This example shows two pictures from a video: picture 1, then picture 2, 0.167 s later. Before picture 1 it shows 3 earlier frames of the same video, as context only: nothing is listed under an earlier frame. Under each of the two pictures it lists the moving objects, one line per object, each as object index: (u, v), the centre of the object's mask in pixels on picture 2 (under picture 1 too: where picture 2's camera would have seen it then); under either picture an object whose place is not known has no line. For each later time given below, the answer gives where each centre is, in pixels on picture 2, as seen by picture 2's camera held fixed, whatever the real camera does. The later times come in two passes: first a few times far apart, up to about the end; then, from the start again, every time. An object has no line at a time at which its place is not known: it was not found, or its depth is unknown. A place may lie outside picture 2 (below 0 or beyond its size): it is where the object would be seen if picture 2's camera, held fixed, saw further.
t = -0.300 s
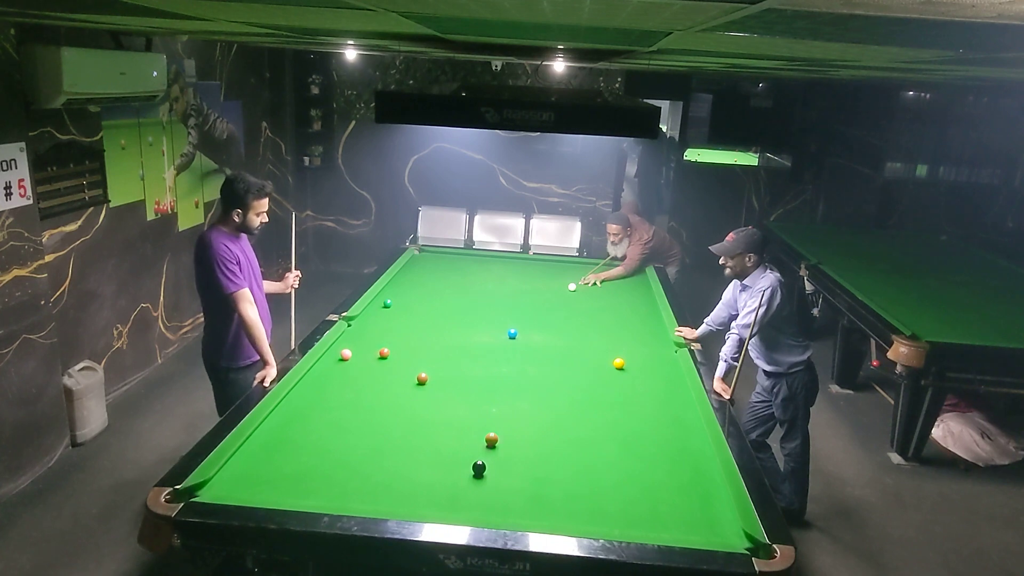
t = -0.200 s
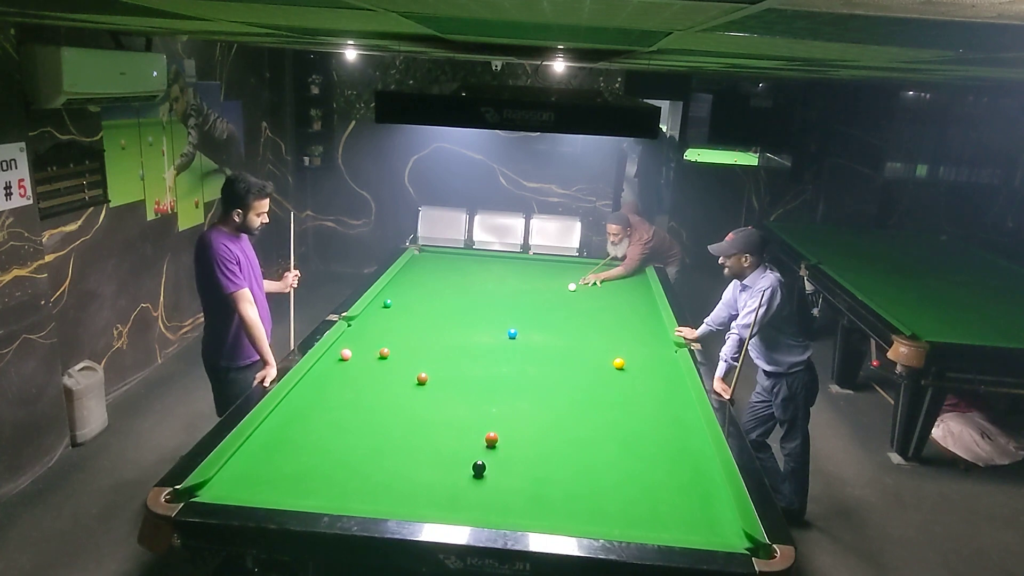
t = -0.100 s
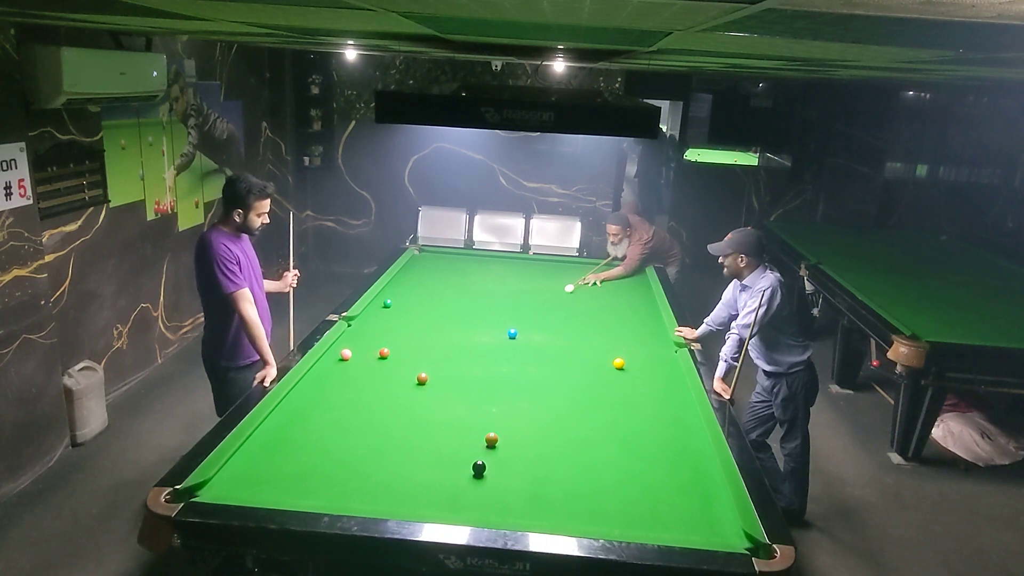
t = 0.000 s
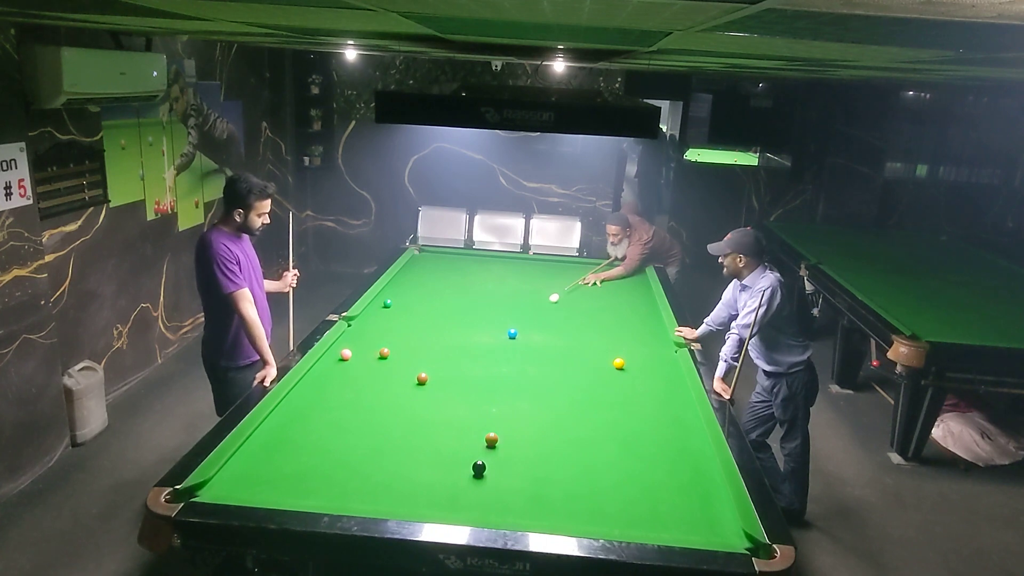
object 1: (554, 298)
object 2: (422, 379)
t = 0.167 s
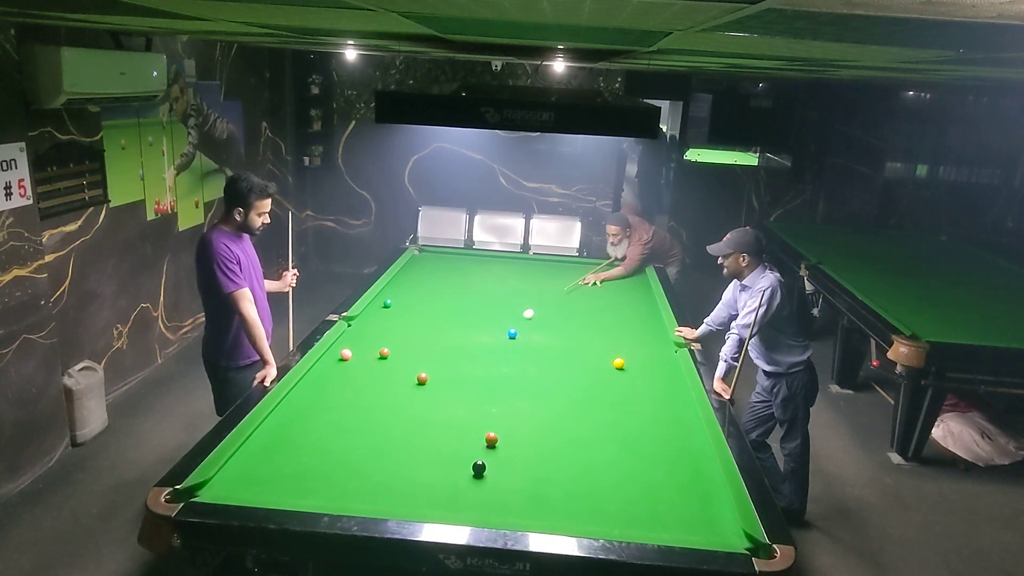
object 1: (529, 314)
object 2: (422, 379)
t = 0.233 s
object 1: (517, 321)
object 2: (422, 379)
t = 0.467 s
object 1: (471, 350)
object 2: (422, 379)
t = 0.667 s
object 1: (433, 377)
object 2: (411, 382)
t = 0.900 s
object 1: (436, 394)
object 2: (341, 407)
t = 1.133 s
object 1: (434, 414)
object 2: (269, 432)
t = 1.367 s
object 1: (431, 435)
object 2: (263, 461)
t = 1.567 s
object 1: (430, 455)
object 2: (270, 487)
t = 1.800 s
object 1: (427, 480)
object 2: (305, 485)
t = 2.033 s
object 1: (424, 506)
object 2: (346, 469)
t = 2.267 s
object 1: (434, 493)
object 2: (382, 455)
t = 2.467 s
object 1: (443, 478)
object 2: (410, 445)
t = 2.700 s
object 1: (452, 463)
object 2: (439, 435)
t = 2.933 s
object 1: (459, 450)
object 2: (465, 425)
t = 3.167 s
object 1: (466, 439)
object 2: (489, 416)
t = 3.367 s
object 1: (471, 430)
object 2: (506, 410)
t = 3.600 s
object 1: (475, 422)
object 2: (525, 403)
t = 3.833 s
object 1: (480, 415)
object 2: (542, 397)
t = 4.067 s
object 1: (484, 408)
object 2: (557, 392)
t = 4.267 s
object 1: (487, 403)
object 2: (569, 387)
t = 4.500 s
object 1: (490, 398)
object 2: (582, 383)
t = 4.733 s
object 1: (492, 395)
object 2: (593, 379)
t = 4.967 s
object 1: (494, 391)
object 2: (603, 375)
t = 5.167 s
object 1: (496, 389)
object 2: (611, 373)
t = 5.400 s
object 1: (497, 387)
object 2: (618, 370)
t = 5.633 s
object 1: (498, 385)
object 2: (625, 368)
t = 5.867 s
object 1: (499, 385)
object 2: (631, 366)
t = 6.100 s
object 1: (500, 384)
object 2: (637, 364)
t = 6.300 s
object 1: (500, 384)
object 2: (641, 363)
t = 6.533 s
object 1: (500, 384)
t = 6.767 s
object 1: (500, 384)
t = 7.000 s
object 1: (500, 384)
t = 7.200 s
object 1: (500, 384)
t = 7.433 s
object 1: (500, 384)
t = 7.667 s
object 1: (500, 384)
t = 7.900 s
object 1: (500, 384)
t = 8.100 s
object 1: (500, 384)
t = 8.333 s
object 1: (501, 384)
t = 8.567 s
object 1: (500, 384)
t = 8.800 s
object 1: (500, 384)
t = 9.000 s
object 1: (500, 384)
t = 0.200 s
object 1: (523, 317)
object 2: (422, 379)
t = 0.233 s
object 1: (517, 321)
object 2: (422, 379)
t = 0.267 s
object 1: (511, 324)
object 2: (422, 379)
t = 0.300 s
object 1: (505, 328)
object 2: (422, 379)
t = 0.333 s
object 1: (499, 332)
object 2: (422, 379)
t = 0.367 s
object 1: (492, 336)
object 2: (422, 379)
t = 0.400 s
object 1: (485, 341)
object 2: (422, 379)
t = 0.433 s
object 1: (478, 345)
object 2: (422, 379)
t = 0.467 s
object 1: (471, 350)
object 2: (422, 379)
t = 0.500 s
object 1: (464, 354)
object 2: (422, 379)
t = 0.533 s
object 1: (456, 359)
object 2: (422, 379)
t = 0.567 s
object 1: (448, 364)
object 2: (422, 379)
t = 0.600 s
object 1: (440, 369)
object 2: (422, 379)
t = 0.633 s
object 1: (432, 375)
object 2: (422, 379)
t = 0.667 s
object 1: (433, 377)
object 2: (411, 382)
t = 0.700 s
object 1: (435, 379)
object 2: (400, 386)
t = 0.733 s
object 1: (436, 381)
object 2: (390, 390)
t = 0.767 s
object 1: (437, 383)
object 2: (379, 393)
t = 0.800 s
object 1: (437, 386)
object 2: (369, 397)
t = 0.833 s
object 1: (436, 388)
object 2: (360, 401)
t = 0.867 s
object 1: (436, 391)
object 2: (350, 404)
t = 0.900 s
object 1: (436, 394)
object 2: (341, 407)
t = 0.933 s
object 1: (436, 396)
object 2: (331, 410)
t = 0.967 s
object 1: (435, 399)
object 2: (321, 414)
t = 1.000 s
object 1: (435, 402)
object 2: (311, 418)
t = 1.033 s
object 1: (435, 405)
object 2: (301, 421)
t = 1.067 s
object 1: (434, 408)
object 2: (290, 425)
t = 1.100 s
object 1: (434, 411)
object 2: (279, 429)
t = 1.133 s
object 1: (434, 414)
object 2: (269, 432)
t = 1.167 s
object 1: (433, 417)
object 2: (258, 436)
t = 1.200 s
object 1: (433, 419)
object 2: (255, 441)
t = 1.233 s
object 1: (433, 422)
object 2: (258, 444)
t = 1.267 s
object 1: (432, 426)
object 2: (259, 448)
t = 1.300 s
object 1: (432, 429)
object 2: (260, 453)
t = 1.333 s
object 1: (432, 432)
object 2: (262, 456)
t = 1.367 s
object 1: (431, 435)
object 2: (263, 461)
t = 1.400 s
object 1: (431, 439)
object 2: (264, 465)
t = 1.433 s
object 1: (431, 442)
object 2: (265, 469)
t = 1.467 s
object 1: (430, 445)
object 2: (266, 474)
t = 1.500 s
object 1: (430, 449)
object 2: (267, 478)
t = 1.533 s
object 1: (430, 452)
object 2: (269, 483)
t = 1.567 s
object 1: (430, 455)
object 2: (270, 487)
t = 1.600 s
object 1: (429, 459)
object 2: (271, 490)
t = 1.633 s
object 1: (429, 462)
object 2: (273, 493)
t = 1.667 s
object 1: (429, 466)
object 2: (279, 493)
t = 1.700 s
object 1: (428, 469)
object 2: (286, 491)
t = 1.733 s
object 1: (428, 473)
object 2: (292, 490)
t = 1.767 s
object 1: (428, 477)
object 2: (299, 487)
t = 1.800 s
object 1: (427, 480)
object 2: (305, 485)
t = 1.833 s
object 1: (427, 484)
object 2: (311, 483)
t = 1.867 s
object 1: (426, 488)
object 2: (318, 480)
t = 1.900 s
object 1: (426, 492)
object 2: (323, 478)
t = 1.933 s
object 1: (426, 496)
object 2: (329, 476)
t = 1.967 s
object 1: (425, 500)
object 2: (335, 473)
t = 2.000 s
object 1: (425, 503)
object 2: (340, 471)
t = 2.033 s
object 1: (424, 506)
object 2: (346, 469)
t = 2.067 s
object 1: (424, 507)
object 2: (352, 467)
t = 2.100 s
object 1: (426, 505)
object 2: (357, 465)
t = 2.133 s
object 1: (428, 503)
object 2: (362, 463)
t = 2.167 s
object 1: (430, 501)
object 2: (368, 461)
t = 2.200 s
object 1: (431, 498)
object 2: (372, 459)
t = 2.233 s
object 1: (433, 495)
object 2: (377, 457)
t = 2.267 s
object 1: (434, 493)
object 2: (382, 455)
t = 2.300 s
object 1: (436, 490)
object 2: (387, 454)
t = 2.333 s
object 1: (437, 487)
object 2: (392, 452)
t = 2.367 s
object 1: (439, 485)
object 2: (397, 450)
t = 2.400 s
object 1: (440, 482)
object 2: (401, 449)
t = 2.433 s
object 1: (442, 480)
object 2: (405, 447)
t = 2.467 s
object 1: (443, 478)
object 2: (410, 445)
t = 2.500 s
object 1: (444, 475)
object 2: (415, 443)
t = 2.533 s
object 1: (446, 473)
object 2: (419, 442)
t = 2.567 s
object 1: (447, 471)
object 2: (423, 440)
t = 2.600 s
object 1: (448, 469)
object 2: (427, 439)
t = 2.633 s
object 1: (449, 467)
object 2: (431, 437)
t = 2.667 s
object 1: (451, 465)
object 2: (435, 436)
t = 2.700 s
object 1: (452, 463)
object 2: (439, 435)
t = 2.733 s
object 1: (453, 461)
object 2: (443, 433)
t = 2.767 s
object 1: (454, 459)
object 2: (447, 432)
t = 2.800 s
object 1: (455, 457)
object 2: (451, 430)
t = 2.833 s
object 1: (456, 455)
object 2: (454, 429)
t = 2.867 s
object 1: (457, 453)
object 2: (458, 428)
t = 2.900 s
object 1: (458, 452)
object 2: (462, 426)
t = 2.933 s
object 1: (459, 450)
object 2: (465, 425)
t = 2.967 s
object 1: (460, 448)
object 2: (469, 424)
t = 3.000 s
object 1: (461, 446)
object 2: (472, 422)
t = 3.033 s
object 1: (462, 445)
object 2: (475, 421)
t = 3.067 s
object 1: (463, 443)
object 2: (479, 420)
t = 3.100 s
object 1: (464, 442)
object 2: (482, 419)
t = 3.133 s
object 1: (465, 440)
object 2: (485, 418)
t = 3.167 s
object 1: (466, 439)
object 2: (489, 416)
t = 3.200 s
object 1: (466, 437)
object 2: (492, 415)
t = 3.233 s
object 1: (467, 436)
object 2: (495, 414)
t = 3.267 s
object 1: (468, 435)
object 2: (498, 413)
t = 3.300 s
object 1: (469, 433)
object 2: (500, 412)
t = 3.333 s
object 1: (470, 432)
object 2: (503, 411)
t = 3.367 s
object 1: (471, 430)
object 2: (506, 410)
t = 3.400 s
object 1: (471, 429)
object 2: (509, 409)
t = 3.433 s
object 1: (472, 428)
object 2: (512, 408)
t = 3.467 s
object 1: (473, 427)
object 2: (515, 407)
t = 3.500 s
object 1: (473, 425)
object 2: (518, 406)
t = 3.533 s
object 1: (474, 424)
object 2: (520, 405)
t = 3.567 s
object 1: (475, 423)
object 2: (523, 404)
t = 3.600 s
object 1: (475, 422)
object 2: (525, 403)
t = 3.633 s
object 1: (476, 421)
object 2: (528, 402)
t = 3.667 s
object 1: (477, 420)
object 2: (530, 401)
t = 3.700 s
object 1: (477, 419)
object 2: (533, 401)
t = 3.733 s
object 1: (478, 418)
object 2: (535, 400)
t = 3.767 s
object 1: (479, 417)
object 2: (537, 399)
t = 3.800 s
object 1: (479, 416)
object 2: (540, 398)
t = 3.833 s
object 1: (480, 415)
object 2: (542, 397)
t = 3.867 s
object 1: (480, 414)
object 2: (544, 396)
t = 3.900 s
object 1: (481, 413)
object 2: (547, 395)
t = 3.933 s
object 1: (482, 412)
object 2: (549, 395)
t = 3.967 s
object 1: (482, 411)
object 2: (551, 394)
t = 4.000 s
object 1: (483, 410)
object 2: (553, 393)
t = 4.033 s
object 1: (483, 409)
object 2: (555, 392)
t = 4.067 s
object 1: (484, 408)
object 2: (557, 392)
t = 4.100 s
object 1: (485, 407)
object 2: (559, 391)
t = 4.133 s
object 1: (485, 406)
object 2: (561, 390)
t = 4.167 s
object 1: (485, 406)
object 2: (563, 389)
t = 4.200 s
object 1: (486, 405)
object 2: (565, 389)
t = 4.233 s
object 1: (486, 404)
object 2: (567, 388)
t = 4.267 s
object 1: (487, 403)
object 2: (569, 387)
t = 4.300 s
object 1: (488, 403)
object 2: (571, 387)
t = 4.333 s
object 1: (488, 402)
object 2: (573, 386)
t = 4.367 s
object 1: (488, 401)
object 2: (575, 385)
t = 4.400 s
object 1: (489, 401)
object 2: (576, 385)
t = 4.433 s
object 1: (489, 400)
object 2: (578, 384)
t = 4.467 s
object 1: (490, 399)
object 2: (580, 384)
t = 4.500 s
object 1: (490, 398)
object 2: (582, 383)
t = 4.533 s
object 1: (490, 398)
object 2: (583, 382)
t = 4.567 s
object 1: (491, 397)
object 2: (585, 382)
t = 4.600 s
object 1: (491, 397)
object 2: (587, 381)
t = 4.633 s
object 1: (491, 396)
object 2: (588, 381)
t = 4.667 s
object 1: (492, 396)
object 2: (590, 380)
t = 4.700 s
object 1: (492, 395)
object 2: (592, 380)
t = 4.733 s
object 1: (492, 395)
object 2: (593, 379)
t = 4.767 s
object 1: (493, 394)
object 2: (595, 378)
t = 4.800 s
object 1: (493, 394)
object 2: (596, 378)
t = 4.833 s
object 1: (493, 393)
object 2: (598, 377)
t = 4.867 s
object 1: (494, 393)
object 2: (599, 377)
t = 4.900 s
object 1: (494, 392)
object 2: (600, 377)
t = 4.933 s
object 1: (494, 392)
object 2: (602, 376)
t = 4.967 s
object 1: (494, 391)
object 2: (603, 375)
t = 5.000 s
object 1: (495, 391)
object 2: (604, 375)
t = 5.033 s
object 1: (495, 390)
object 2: (606, 375)
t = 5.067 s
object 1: (495, 390)
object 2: (607, 374)
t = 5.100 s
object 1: (495, 390)
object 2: (608, 374)
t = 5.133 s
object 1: (496, 389)
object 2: (609, 373)
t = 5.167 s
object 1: (496, 389)
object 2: (611, 373)
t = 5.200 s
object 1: (496, 389)
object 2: (612, 372)
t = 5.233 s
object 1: (496, 388)
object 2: (613, 372)
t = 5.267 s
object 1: (496, 388)
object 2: (614, 372)
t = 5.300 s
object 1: (497, 388)
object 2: (615, 371)
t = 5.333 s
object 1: (497, 387)
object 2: (616, 371)
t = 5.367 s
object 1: (497, 387)
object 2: (617, 371)
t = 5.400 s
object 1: (497, 387)
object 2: (618, 370)
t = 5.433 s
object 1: (497, 387)
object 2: (619, 370)
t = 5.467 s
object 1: (497, 386)
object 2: (620, 369)
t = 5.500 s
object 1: (498, 386)
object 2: (621, 369)
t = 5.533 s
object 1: (498, 386)
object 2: (622, 369)
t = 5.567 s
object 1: (498, 386)
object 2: (623, 368)
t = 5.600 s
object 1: (498, 386)
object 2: (624, 368)
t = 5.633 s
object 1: (498, 385)
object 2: (625, 368)
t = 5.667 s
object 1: (499, 385)
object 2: (626, 368)
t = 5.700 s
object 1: (499, 385)
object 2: (627, 367)
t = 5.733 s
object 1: (499, 385)
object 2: (628, 367)
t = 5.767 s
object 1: (499, 385)
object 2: (628, 367)
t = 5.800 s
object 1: (499, 385)
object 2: (629, 366)
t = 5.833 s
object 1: (499, 385)
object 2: (631, 366)
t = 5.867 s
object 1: (499, 385)
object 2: (631, 366)
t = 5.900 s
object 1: (500, 385)
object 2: (632, 365)
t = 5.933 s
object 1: (500, 385)
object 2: (633, 365)
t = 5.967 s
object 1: (500, 384)
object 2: (634, 365)
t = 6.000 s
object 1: (500, 384)
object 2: (634, 365)
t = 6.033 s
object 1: (500, 384)
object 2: (635, 365)
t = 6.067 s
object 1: (500, 384)
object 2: (636, 364)
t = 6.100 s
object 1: (500, 384)
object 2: (637, 364)
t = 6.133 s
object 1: (500, 384)
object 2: (637, 364)
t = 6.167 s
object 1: (500, 384)
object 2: (638, 364)
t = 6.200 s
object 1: (501, 384)
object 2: (639, 364)
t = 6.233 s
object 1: (501, 384)
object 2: (639, 363)
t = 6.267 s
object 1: (500, 384)
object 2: (640, 363)
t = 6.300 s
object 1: (500, 384)
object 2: (641, 363)
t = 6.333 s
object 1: (500, 384)
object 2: (641, 363)
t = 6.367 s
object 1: (500, 384)
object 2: (642, 363)
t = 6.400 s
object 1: (500, 384)
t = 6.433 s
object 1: (500, 384)
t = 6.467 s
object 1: (500, 384)
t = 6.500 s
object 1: (500, 384)
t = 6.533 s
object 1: (500, 384)
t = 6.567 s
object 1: (500, 384)
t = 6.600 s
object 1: (500, 384)
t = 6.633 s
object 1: (500, 384)
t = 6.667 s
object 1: (500, 384)
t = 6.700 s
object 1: (500, 384)
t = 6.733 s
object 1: (500, 384)
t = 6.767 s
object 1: (500, 384)
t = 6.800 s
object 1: (500, 384)
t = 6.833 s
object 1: (500, 384)
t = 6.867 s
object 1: (500, 384)
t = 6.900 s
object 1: (500, 384)
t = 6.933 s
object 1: (500, 384)
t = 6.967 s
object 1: (500, 384)
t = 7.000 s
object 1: (500, 384)
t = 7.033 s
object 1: (500, 384)
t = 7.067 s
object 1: (500, 384)
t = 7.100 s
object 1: (500, 384)
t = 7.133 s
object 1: (500, 384)
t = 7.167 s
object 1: (500, 384)
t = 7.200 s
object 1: (500, 384)
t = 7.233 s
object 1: (500, 384)
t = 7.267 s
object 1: (500, 384)
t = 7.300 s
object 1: (500, 384)
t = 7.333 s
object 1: (500, 384)
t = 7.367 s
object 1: (500, 384)
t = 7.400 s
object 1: (500, 384)
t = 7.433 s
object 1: (500, 384)
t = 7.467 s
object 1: (500, 384)
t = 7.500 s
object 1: (500, 384)
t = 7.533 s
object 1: (500, 384)
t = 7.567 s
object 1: (500, 384)
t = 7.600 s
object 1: (500, 384)
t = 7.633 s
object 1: (500, 384)
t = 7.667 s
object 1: (500, 384)
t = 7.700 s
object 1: (500, 384)
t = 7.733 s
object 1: (500, 384)
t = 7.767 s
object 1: (500, 384)
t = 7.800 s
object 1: (500, 384)
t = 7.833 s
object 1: (500, 384)
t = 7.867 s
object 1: (500, 384)
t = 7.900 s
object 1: (500, 384)
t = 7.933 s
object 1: (500, 384)
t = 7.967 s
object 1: (500, 384)
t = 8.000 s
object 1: (500, 384)
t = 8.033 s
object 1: (500, 384)
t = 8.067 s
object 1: (500, 384)
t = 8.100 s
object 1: (500, 384)
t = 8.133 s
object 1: (500, 384)
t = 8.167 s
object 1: (500, 384)
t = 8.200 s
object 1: (500, 384)
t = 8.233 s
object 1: (500, 384)
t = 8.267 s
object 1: (500, 384)
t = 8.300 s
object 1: (500, 384)
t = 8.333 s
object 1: (501, 384)
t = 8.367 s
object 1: (501, 384)
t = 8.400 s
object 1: (500, 384)
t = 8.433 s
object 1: (500, 384)
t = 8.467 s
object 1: (500, 384)
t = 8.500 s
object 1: (500, 384)
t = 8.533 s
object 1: (500, 384)
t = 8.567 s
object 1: (500, 384)
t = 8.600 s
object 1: (500, 384)
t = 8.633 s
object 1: (500, 384)
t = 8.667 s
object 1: (501, 384)
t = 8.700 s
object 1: (501, 384)
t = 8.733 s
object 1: (501, 384)
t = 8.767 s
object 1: (501, 384)
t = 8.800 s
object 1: (500, 384)
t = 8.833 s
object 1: (500, 384)
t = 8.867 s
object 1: (500, 384)
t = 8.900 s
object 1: (500, 384)
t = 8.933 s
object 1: (500, 384)
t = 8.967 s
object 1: (500, 384)
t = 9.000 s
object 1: (500, 384)
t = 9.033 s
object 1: (501, 384)
